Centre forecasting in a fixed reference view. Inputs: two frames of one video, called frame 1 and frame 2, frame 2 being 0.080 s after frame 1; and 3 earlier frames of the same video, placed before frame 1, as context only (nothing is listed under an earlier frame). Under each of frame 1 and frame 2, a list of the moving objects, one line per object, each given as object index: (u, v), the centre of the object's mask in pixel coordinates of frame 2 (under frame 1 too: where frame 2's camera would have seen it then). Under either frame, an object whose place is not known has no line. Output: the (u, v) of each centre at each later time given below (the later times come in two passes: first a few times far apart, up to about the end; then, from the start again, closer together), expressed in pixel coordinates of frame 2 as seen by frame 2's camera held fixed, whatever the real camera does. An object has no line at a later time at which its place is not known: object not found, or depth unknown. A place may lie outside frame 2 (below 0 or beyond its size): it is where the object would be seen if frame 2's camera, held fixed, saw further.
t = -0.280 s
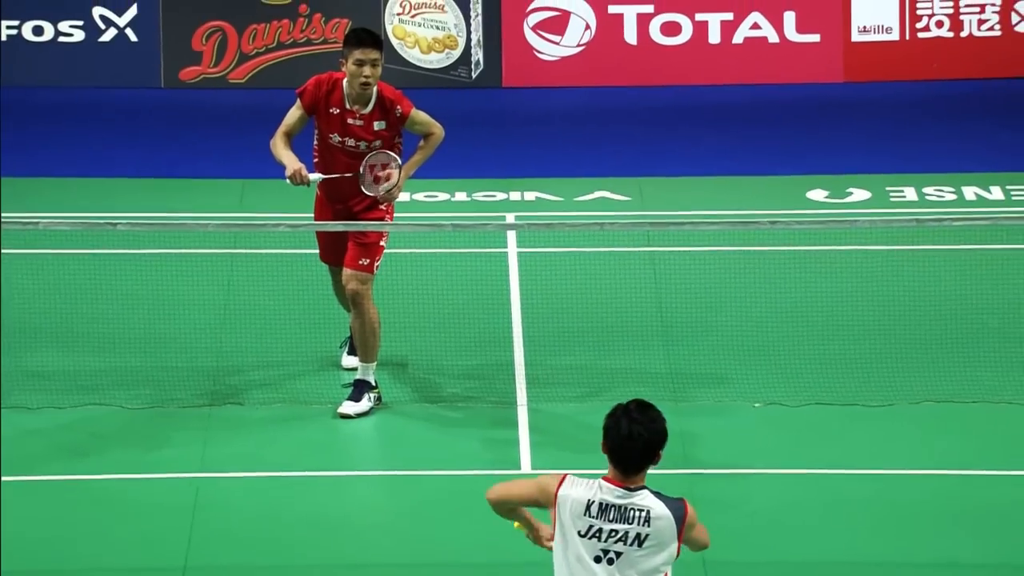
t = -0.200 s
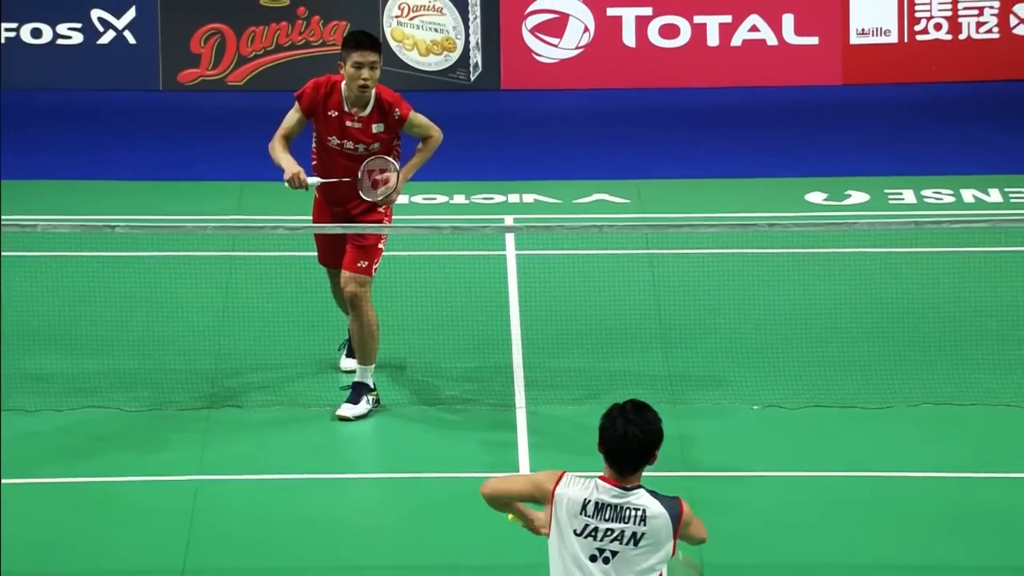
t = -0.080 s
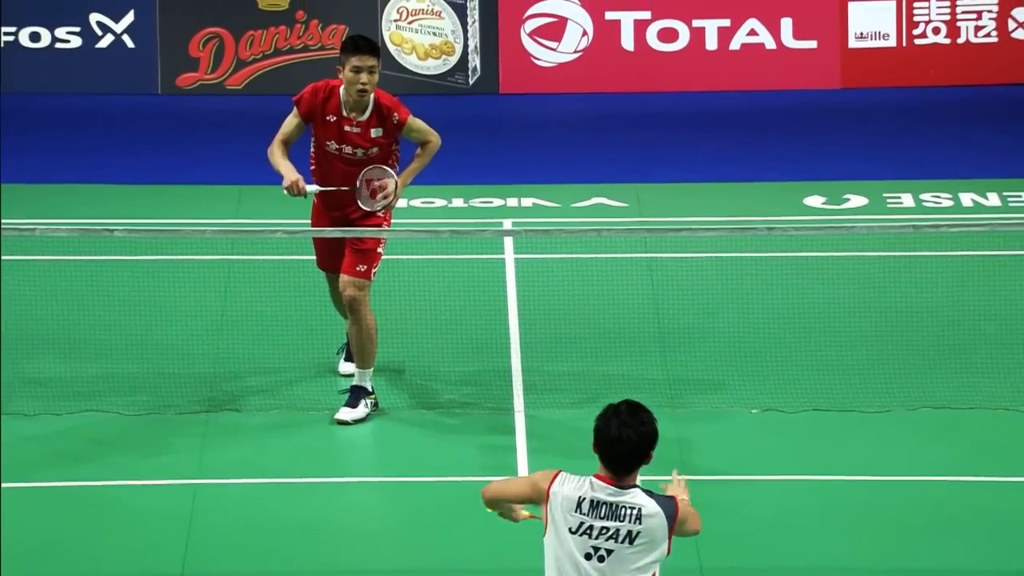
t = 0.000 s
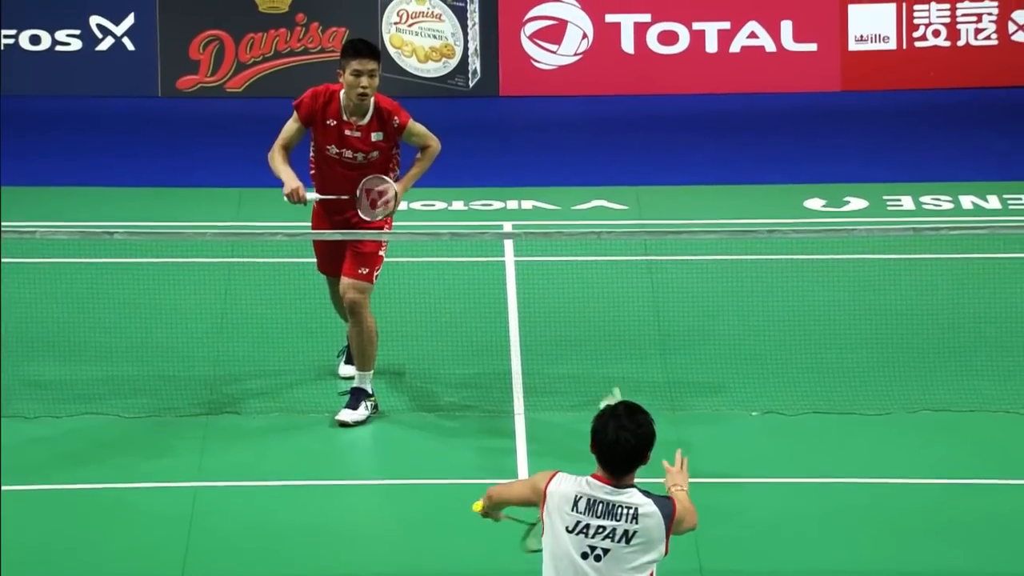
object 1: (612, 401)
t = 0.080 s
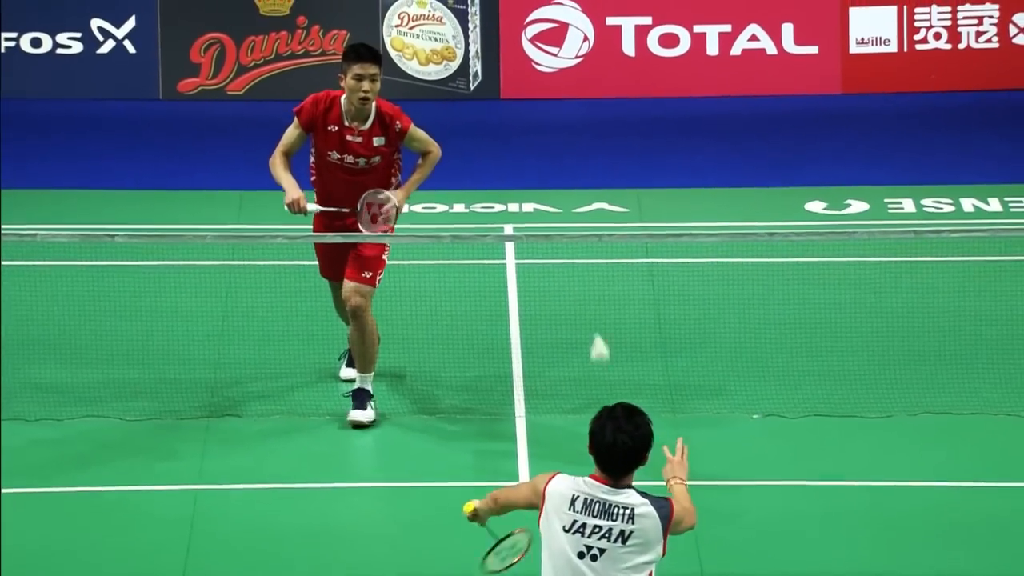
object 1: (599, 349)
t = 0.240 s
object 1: (568, 266)
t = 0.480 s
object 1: (526, 198)
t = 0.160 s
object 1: (586, 296)
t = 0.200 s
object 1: (578, 279)
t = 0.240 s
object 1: (568, 266)
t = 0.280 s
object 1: (560, 251)
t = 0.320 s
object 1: (552, 239)
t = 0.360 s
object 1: (544, 228)
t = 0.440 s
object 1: (532, 207)
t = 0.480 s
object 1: (526, 198)
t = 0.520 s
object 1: (519, 191)
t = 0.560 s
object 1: (514, 185)
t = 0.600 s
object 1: (509, 181)
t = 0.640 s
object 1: (504, 177)
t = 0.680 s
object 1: (499, 175)
